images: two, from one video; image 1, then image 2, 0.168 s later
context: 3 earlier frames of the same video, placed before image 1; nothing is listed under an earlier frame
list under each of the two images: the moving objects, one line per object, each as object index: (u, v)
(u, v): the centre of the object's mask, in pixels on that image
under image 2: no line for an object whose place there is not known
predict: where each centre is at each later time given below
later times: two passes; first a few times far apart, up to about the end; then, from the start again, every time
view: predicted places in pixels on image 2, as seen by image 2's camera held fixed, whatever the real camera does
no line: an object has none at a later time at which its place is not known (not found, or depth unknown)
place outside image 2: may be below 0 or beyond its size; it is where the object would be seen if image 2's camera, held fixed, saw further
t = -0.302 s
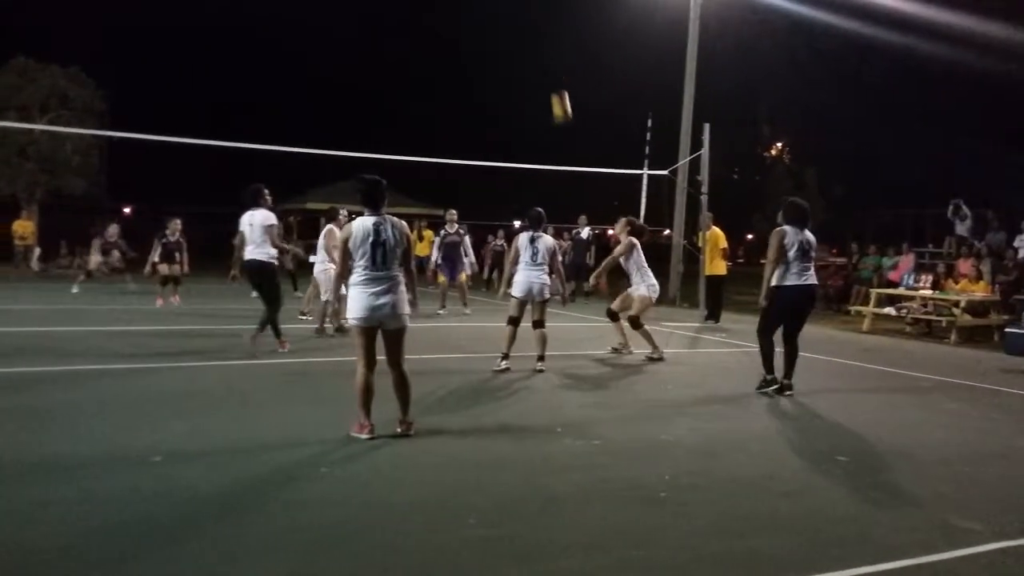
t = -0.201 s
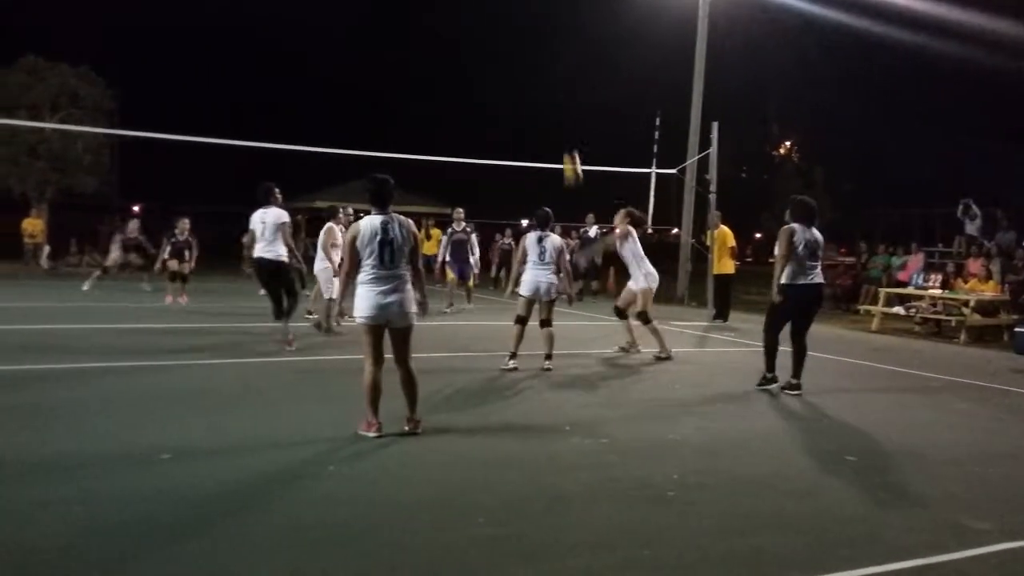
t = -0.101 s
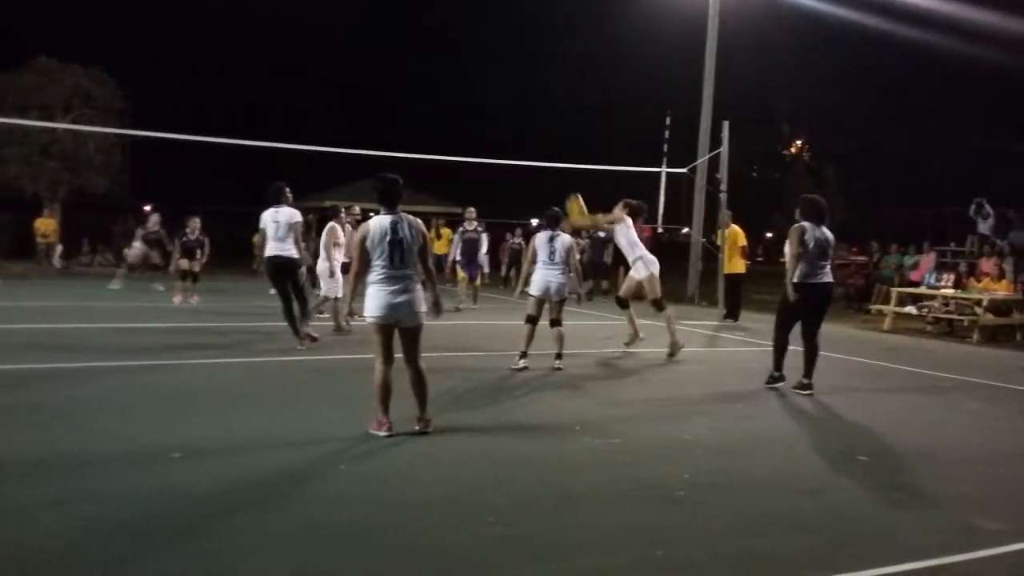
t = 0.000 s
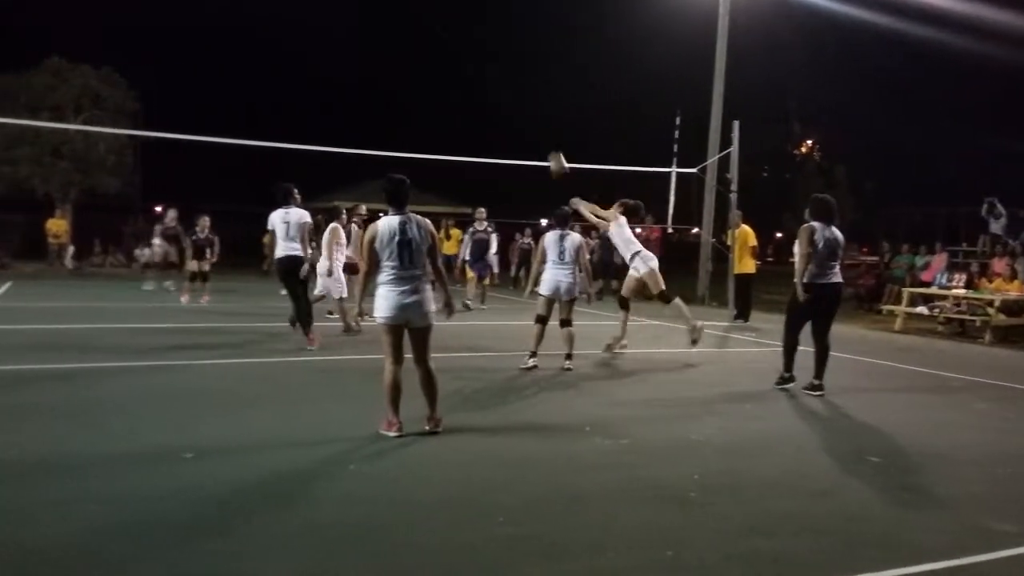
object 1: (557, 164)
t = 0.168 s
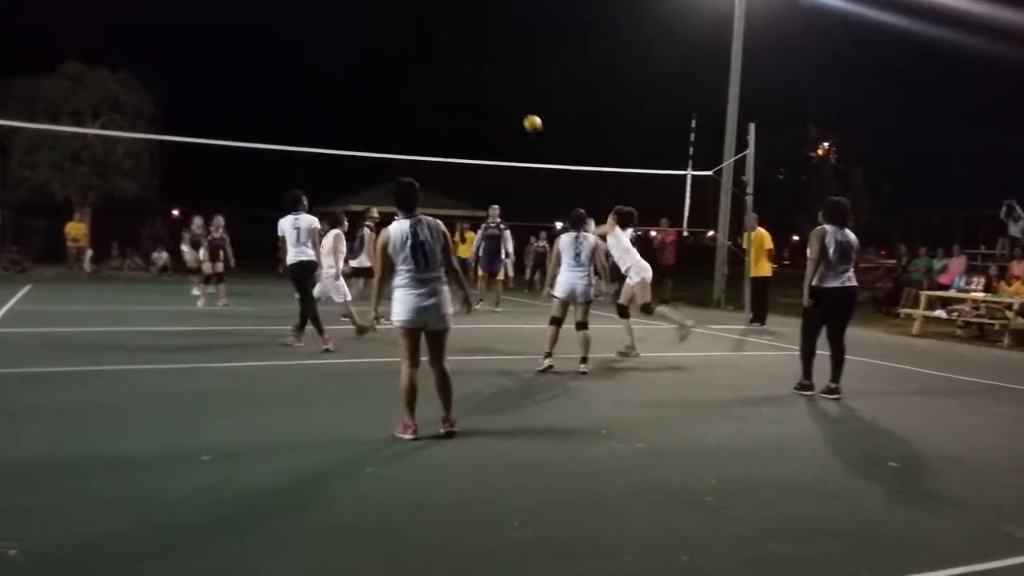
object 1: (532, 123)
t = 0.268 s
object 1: (513, 112)
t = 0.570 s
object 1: (464, 118)
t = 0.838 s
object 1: (430, 166)
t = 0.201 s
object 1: (526, 118)
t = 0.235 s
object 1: (519, 114)
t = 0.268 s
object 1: (513, 112)
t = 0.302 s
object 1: (507, 109)
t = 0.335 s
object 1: (500, 108)
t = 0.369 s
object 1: (495, 107)
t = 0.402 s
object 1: (489, 107)
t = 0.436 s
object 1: (484, 108)
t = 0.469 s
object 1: (478, 109)
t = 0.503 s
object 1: (473, 113)
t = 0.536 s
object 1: (468, 115)
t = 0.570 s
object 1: (464, 118)
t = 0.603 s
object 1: (459, 122)
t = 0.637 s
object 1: (455, 127)
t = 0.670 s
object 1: (450, 133)
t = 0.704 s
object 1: (446, 139)
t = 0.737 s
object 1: (442, 144)
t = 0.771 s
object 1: (438, 150)
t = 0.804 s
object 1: (434, 157)
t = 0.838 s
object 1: (430, 166)
